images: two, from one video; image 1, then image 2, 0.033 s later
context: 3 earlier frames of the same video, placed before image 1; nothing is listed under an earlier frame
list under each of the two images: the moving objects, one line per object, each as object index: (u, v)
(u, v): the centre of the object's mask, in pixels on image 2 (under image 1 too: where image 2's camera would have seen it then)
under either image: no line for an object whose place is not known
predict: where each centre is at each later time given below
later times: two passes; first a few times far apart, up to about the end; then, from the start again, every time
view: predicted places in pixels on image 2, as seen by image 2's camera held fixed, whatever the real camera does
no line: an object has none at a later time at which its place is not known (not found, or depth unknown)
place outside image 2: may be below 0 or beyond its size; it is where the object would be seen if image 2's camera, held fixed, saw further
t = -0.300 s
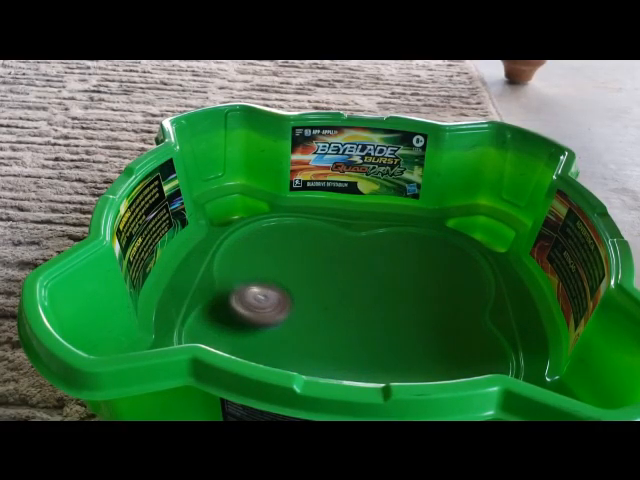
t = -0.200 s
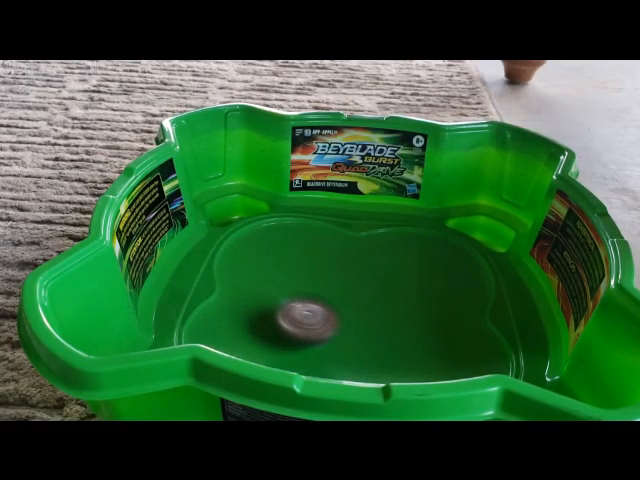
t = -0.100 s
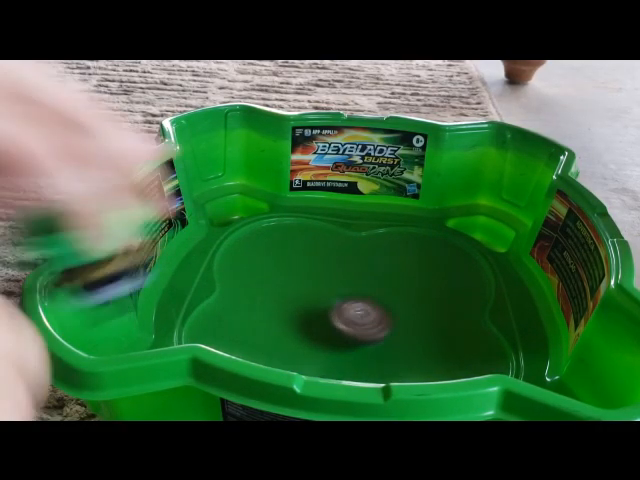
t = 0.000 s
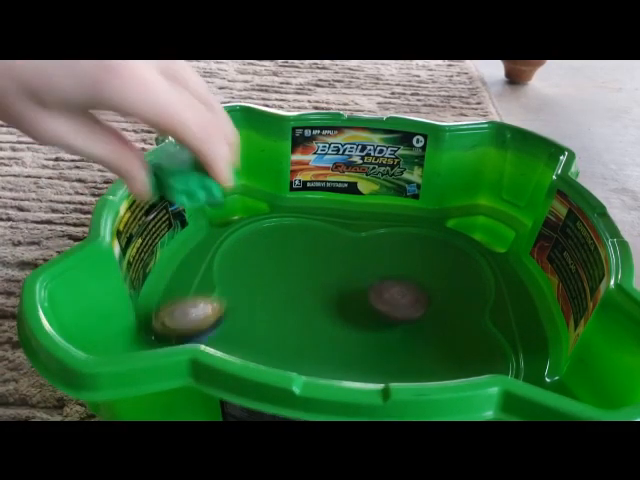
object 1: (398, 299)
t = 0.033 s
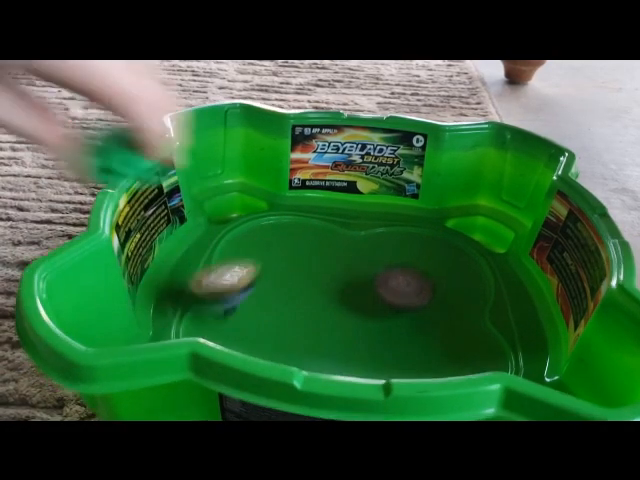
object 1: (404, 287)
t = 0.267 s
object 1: (384, 244)
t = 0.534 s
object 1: (299, 267)
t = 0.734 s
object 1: (223, 328)
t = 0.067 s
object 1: (406, 283)
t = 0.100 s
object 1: (406, 275)
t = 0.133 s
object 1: (405, 268)
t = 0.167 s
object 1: (401, 259)
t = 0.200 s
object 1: (396, 254)
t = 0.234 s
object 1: (390, 248)
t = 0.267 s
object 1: (384, 244)
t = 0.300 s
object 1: (378, 240)
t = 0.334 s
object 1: (370, 239)
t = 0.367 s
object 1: (353, 241)
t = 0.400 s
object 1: (338, 244)
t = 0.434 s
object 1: (325, 249)
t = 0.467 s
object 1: (315, 254)
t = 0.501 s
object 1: (307, 260)
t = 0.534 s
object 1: (299, 267)
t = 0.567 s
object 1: (294, 276)
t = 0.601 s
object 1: (292, 284)
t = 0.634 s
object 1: (291, 294)
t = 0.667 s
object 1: (293, 304)
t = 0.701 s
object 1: (260, 314)
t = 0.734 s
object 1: (223, 328)
